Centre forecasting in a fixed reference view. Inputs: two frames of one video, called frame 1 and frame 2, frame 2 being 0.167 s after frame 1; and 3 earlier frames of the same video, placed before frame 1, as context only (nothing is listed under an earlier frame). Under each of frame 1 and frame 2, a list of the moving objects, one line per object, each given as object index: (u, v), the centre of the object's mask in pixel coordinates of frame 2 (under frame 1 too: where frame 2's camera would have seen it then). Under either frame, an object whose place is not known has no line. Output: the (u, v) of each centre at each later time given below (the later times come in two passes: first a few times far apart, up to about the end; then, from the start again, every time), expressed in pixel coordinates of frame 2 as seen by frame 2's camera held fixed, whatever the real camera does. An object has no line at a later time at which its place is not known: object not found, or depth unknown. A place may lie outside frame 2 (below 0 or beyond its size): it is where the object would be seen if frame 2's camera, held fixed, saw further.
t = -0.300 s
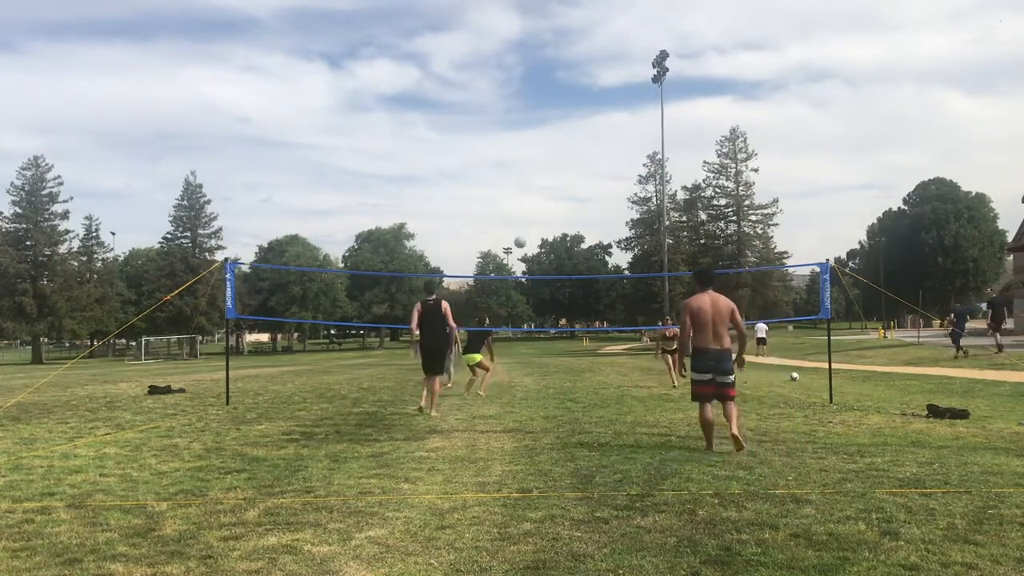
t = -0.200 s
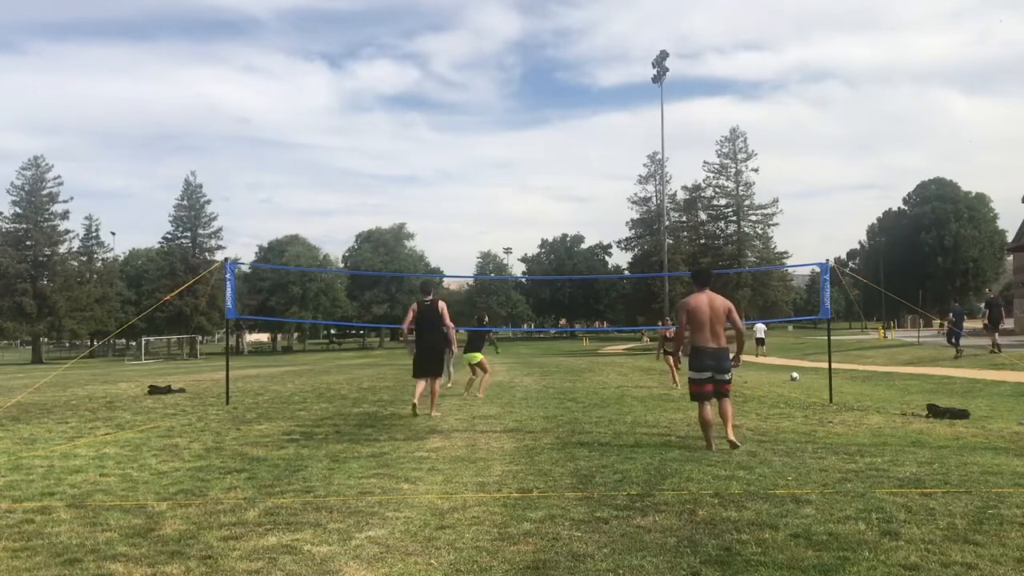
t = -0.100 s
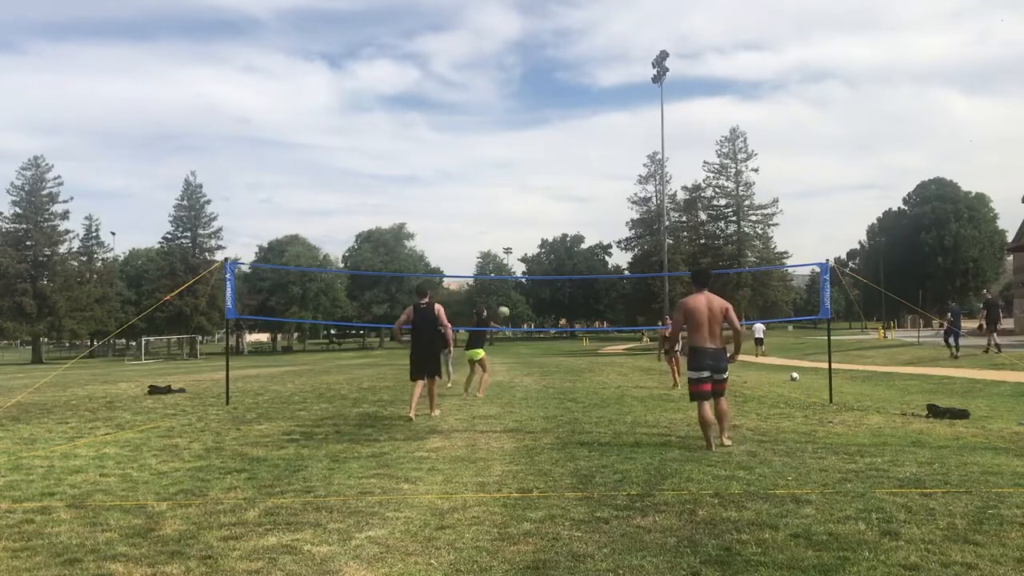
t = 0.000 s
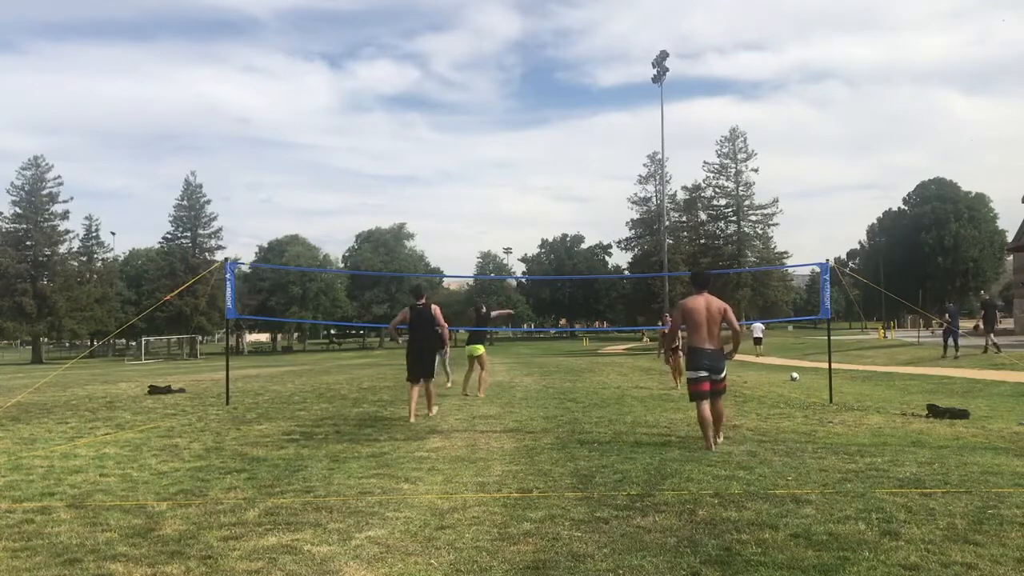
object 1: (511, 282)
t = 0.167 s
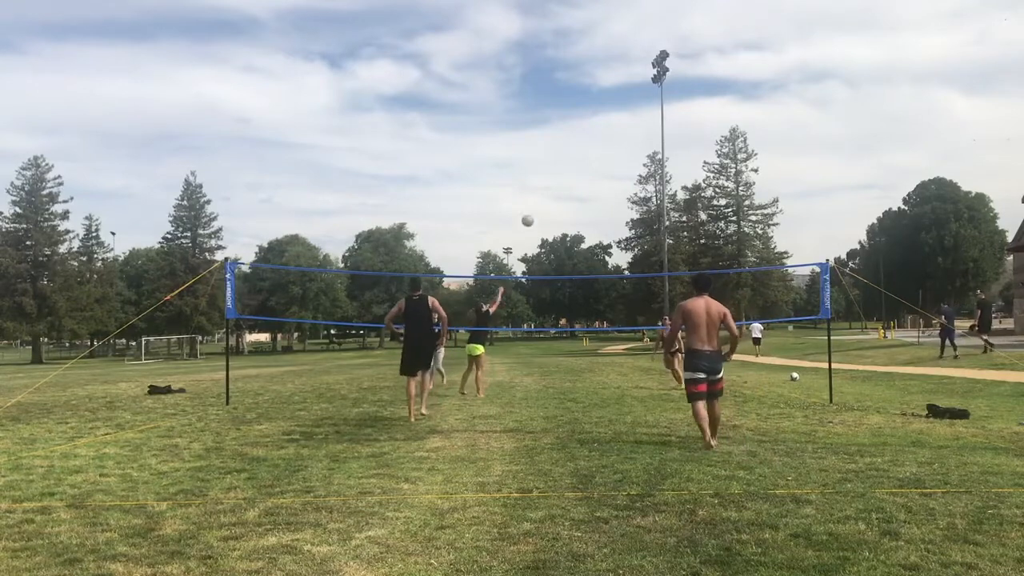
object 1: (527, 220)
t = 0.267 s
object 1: (537, 191)
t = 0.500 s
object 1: (558, 143)
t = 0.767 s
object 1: (581, 126)
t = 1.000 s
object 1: (601, 142)
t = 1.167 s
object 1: (615, 171)
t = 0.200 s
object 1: (530, 210)
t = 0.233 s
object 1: (534, 200)
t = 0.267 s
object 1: (537, 191)
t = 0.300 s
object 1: (540, 182)
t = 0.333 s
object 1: (543, 174)
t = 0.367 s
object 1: (546, 166)
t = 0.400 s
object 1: (549, 160)
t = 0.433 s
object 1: (552, 154)
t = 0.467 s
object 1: (555, 148)
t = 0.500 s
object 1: (558, 143)
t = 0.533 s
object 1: (561, 139)
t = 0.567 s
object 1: (564, 135)
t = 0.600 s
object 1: (567, 133)
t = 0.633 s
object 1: (570, 130)
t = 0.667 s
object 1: (572, 129)
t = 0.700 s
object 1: (576, 127)
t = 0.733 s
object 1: (578, 127)
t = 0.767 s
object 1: (581, 126)
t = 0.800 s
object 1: (584, 127)
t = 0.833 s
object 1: (587, 128)
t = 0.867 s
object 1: (590, 130)
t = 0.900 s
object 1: (593, 132)
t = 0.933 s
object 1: (596, 135)
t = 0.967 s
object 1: (599, 138)
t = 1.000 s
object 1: (601, 142)
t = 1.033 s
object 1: (604, 147)
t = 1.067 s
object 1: (607, 152)
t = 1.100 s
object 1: (609, 158)
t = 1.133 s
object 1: (612, 164)
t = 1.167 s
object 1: (615, 171)
